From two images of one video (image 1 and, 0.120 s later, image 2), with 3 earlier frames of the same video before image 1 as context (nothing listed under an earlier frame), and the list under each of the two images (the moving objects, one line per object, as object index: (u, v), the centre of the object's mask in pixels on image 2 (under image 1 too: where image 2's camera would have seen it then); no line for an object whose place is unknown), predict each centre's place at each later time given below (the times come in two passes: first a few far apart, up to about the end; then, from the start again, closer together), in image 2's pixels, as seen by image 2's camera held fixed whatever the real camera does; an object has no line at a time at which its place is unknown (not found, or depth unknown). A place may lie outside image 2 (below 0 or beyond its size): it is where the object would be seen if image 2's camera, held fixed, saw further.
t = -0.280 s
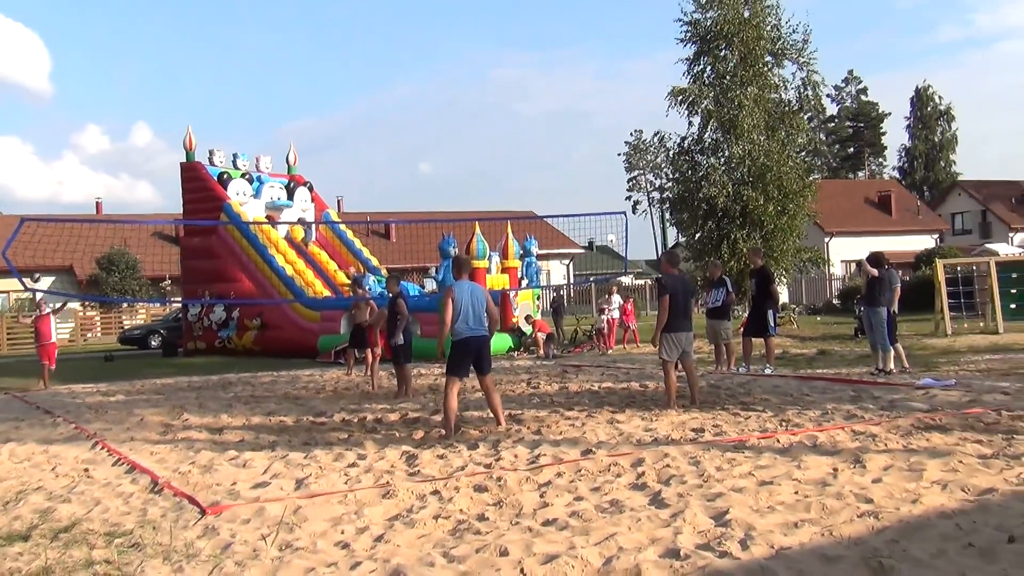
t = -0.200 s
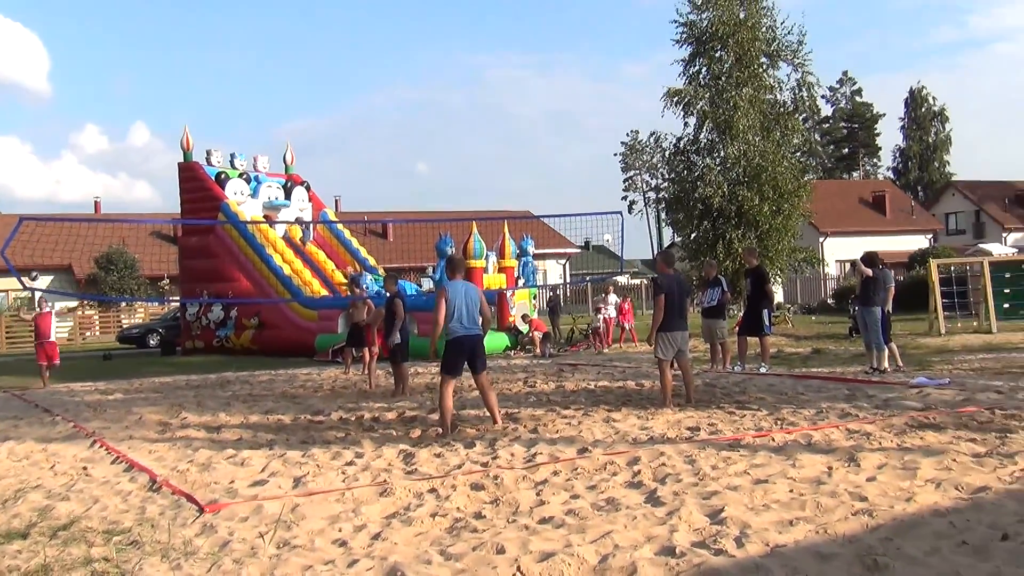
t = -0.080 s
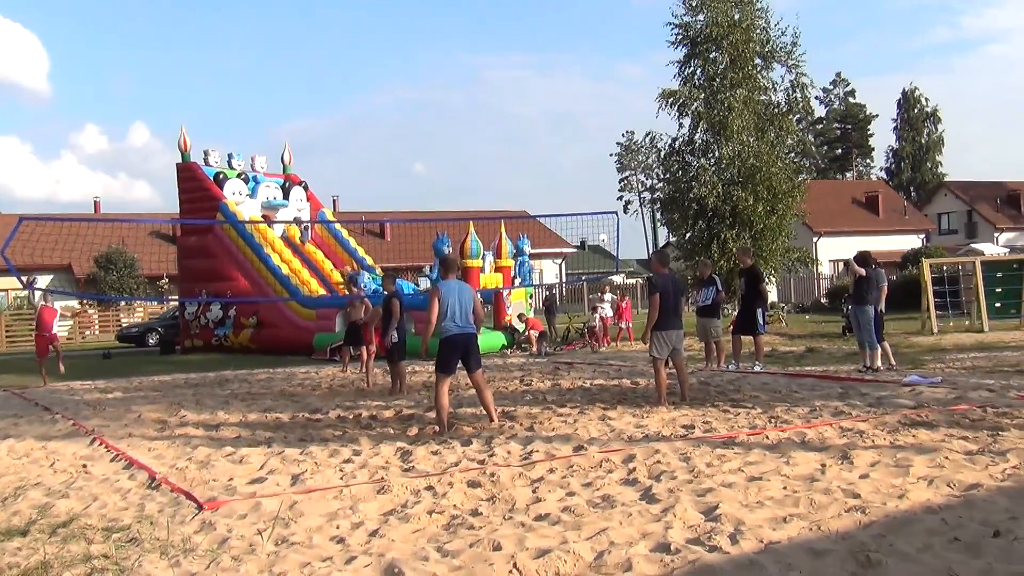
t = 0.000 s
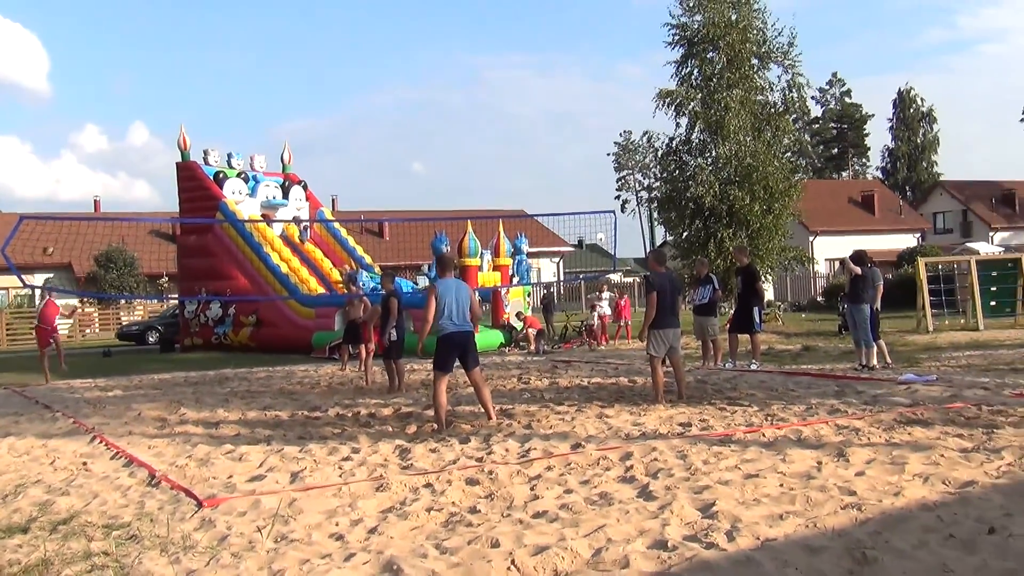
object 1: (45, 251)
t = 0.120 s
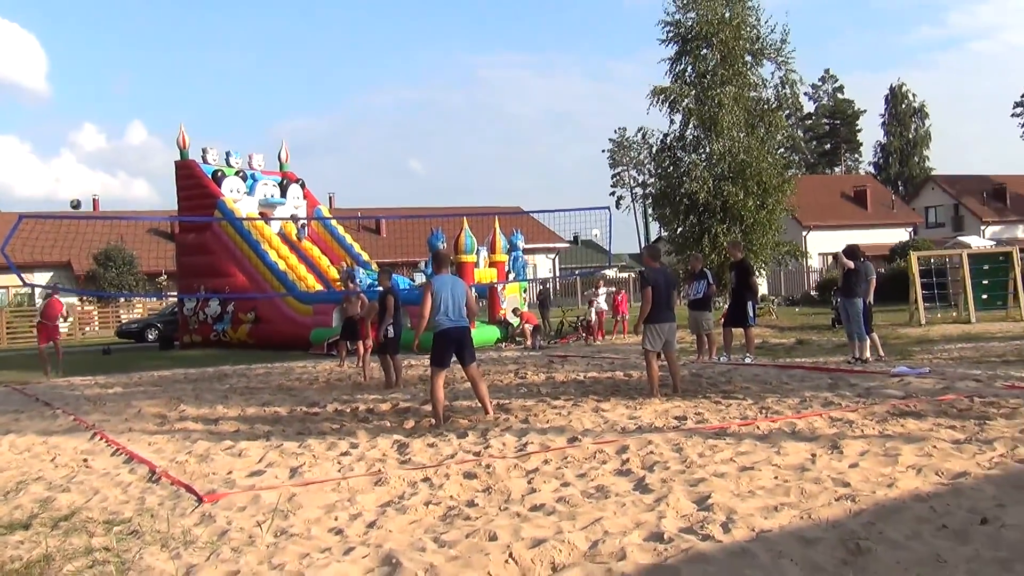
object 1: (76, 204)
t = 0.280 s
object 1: (116, 147)
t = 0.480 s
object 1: (171, 92)
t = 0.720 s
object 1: (248, 52)
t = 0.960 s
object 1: (342, 50)
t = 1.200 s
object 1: (457, 98)
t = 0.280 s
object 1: (116, 147)
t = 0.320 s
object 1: (127, 135)
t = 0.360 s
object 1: (138, 123)
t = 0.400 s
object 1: (148, 112)
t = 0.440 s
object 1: (159, 102)
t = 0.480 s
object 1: (171, 92)
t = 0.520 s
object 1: (184, 84)
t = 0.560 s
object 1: (196, 77)
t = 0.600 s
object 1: (207, 69)
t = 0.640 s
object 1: (220, 64)
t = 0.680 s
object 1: (233, 59)
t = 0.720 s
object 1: (248, 52)
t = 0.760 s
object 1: (261, 48)
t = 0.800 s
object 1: (276, 43)
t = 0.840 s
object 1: (292, 45)
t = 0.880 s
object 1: (309, 46)
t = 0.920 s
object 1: (325, 47)
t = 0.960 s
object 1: (342, 50)
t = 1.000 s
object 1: (362, 55)
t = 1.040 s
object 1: (380, 60)
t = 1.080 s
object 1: (399, 67)
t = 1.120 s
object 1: (417, 75)
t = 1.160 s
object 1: (437, 87)
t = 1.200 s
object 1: (457, 98)
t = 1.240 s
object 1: (479, 111)
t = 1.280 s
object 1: (501, 125)
